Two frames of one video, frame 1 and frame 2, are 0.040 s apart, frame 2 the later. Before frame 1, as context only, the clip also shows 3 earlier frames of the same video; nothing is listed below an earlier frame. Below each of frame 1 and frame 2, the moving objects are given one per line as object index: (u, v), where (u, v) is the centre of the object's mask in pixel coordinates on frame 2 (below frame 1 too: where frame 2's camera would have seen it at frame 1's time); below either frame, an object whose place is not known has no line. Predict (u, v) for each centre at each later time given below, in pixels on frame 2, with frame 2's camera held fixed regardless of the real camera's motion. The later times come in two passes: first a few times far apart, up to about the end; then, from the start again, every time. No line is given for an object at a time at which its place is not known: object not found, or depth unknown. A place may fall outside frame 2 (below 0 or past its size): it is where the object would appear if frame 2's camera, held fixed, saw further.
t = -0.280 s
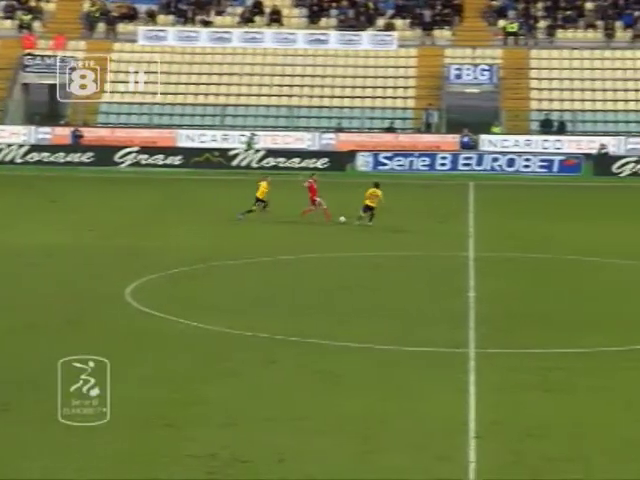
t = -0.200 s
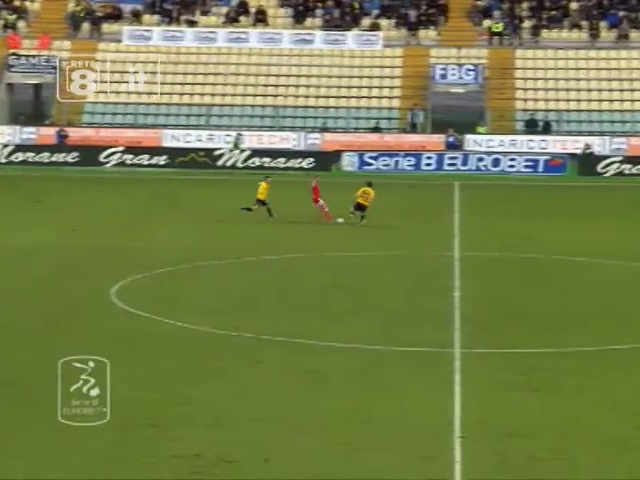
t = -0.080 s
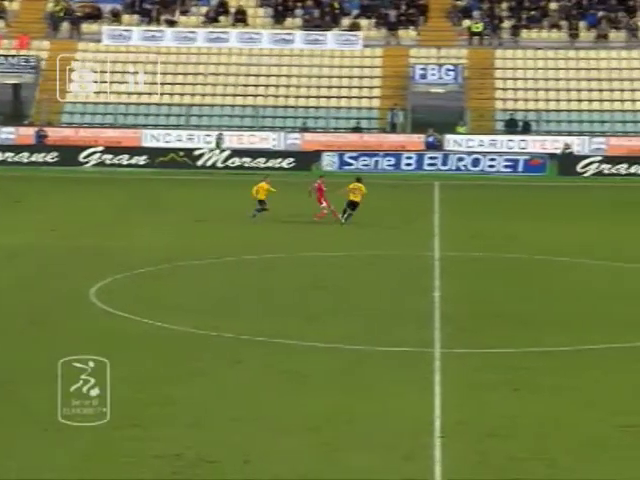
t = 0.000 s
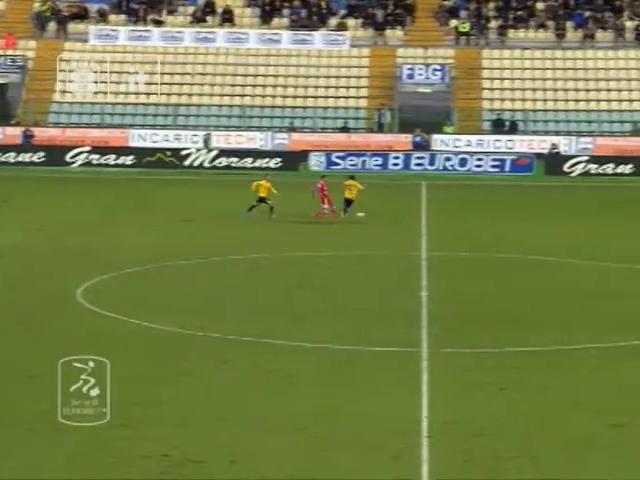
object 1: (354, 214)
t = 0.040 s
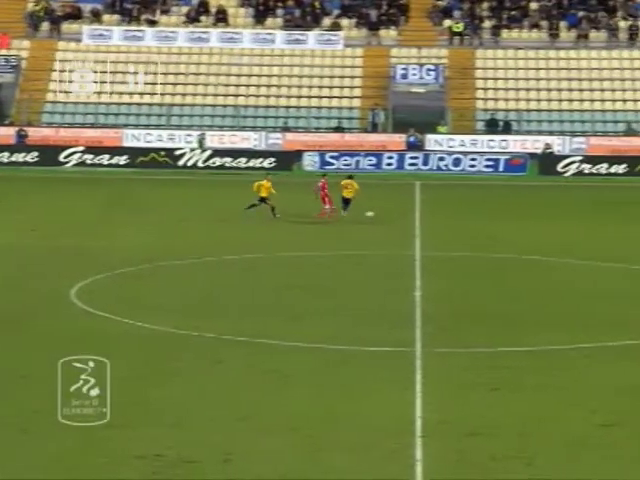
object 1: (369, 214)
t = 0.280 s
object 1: (460, 222)
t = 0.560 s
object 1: (547, 226)
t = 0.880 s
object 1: (625, 229)
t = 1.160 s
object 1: (684, 231)
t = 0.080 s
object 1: (385, 214)
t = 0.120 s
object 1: (400, 215)
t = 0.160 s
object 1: (415, 215)
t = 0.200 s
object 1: (429, 217)
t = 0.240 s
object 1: (445, 219)
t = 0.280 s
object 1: (460, 222)
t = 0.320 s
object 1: (474, 224)
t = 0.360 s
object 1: (487, 224)
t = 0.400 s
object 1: (500, 225)
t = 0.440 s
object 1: (513, 225)
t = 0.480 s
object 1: (525, 226)
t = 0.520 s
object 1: (537, 226)
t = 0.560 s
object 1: (547, 226)
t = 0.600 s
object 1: (558, 226)
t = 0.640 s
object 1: (569, 226)
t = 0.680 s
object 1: (579, 227)
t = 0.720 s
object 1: (589, 229)
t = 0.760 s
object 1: (598, 228)
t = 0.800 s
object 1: (608, 228)
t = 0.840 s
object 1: (616, 229)
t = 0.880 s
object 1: (625, 229)
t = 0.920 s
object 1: (633, 230)
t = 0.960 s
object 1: (642, 229)
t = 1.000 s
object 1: (651, 230)
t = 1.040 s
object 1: (659, 230)
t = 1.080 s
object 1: (668, 230)
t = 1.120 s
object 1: (676, 231)
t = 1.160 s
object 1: (684, 231)
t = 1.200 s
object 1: (693, 231)
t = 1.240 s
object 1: (700, 232)
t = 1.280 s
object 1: (708, 232)
